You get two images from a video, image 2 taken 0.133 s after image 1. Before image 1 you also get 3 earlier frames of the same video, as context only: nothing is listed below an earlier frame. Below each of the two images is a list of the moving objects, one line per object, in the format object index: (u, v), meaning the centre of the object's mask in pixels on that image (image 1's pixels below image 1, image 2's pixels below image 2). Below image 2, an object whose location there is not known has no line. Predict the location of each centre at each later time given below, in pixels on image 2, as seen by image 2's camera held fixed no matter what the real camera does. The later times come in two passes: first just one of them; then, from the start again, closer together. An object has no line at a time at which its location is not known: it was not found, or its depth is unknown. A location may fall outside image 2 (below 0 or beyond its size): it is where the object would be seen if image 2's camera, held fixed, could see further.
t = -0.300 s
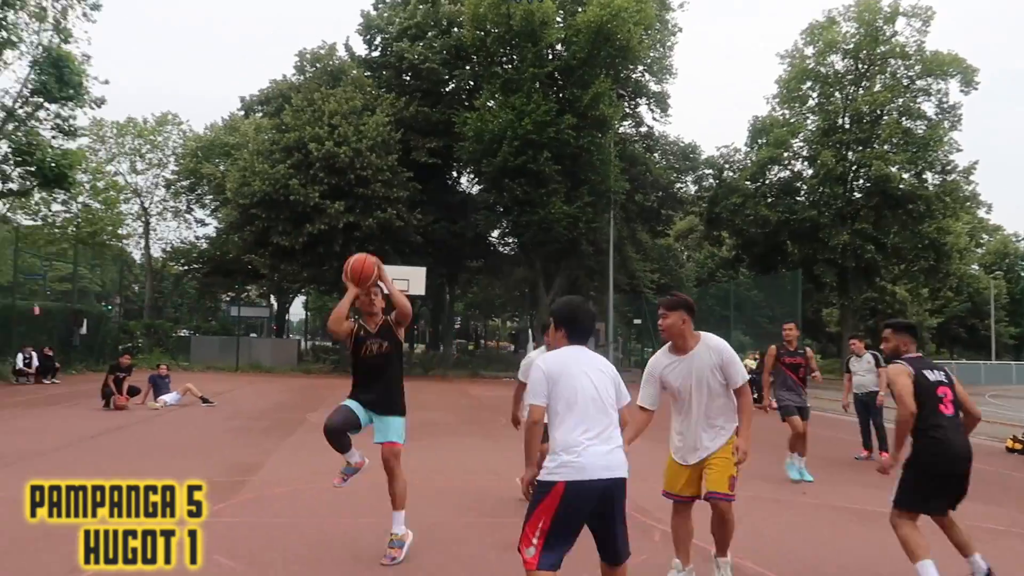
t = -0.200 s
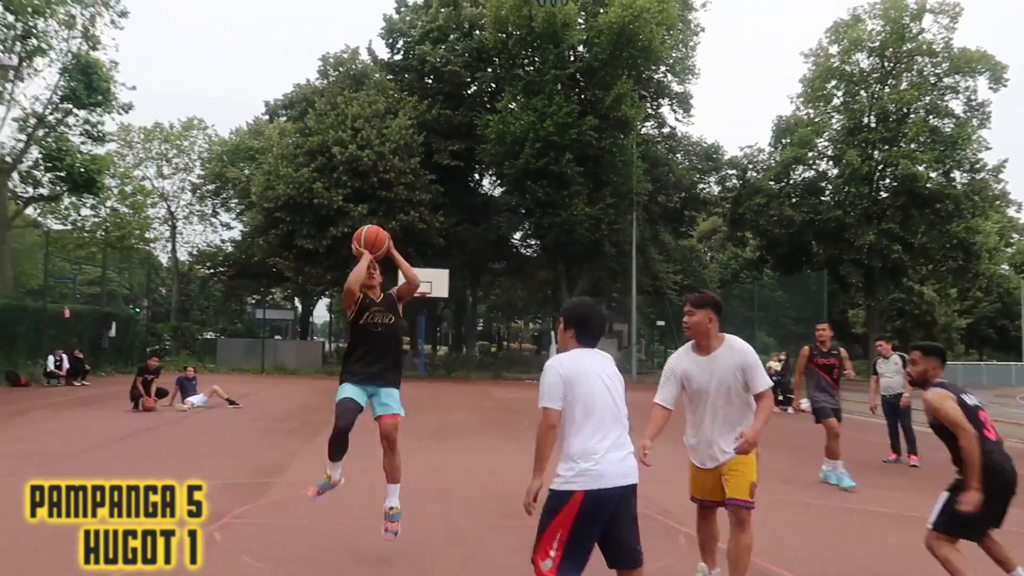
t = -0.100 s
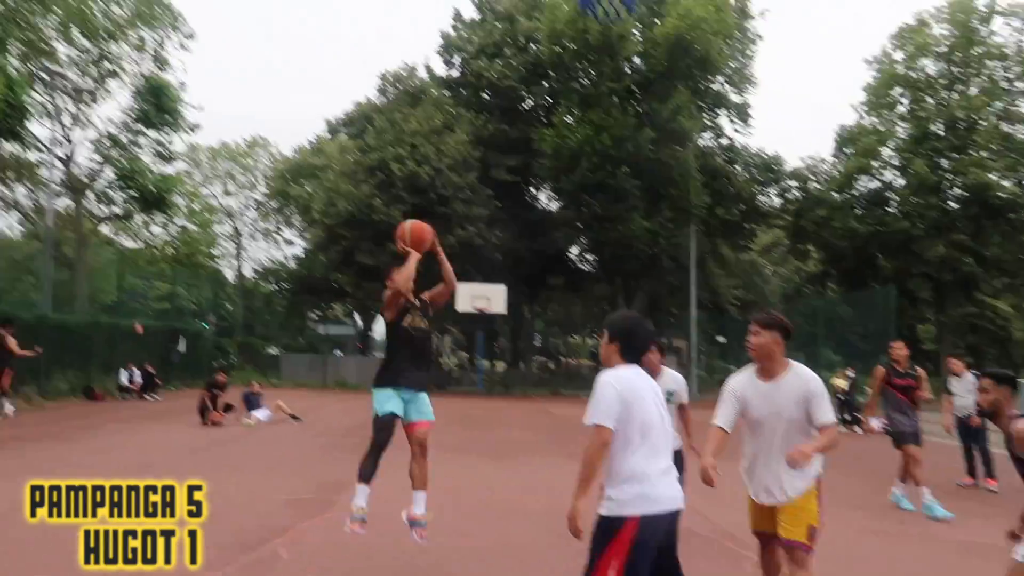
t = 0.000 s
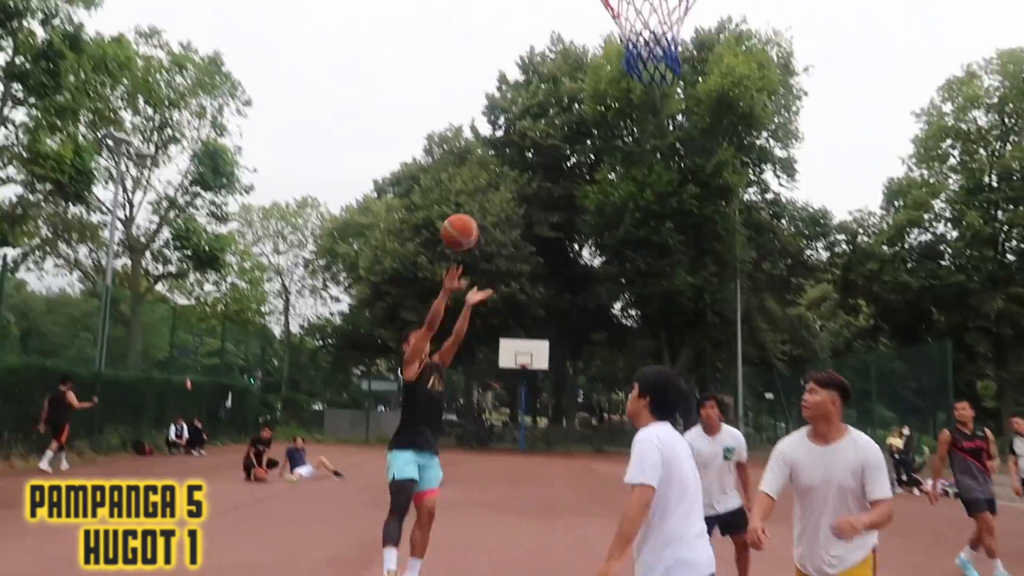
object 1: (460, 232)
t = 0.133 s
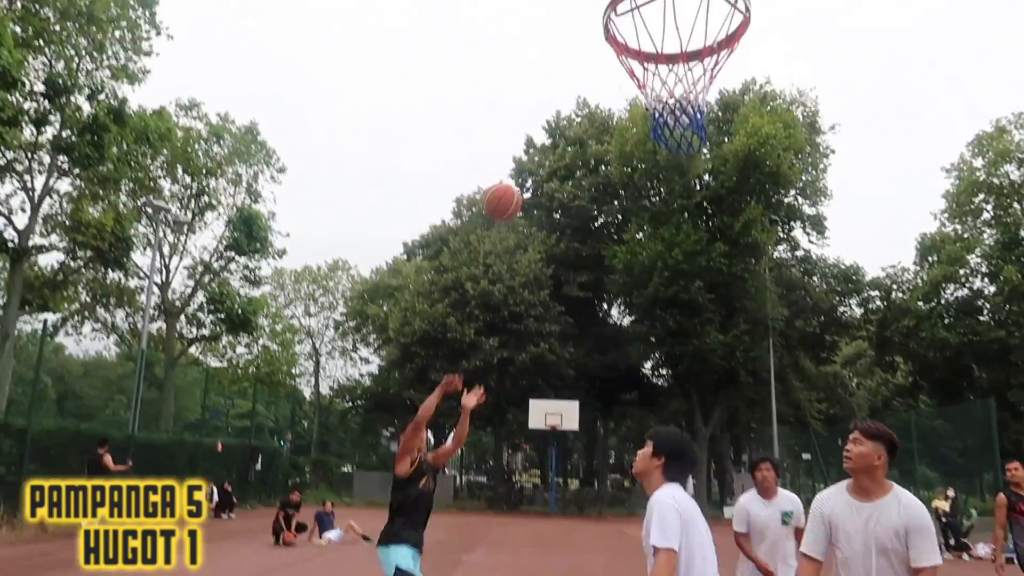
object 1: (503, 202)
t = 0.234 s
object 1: (513, 144)
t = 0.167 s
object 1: (506, 181)
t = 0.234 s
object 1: (513, 144)
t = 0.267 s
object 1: (516, 127)
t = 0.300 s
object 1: (521, 111)
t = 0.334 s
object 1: (525, 98)
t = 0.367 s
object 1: (529, 85)
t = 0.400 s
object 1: (533, 71)
